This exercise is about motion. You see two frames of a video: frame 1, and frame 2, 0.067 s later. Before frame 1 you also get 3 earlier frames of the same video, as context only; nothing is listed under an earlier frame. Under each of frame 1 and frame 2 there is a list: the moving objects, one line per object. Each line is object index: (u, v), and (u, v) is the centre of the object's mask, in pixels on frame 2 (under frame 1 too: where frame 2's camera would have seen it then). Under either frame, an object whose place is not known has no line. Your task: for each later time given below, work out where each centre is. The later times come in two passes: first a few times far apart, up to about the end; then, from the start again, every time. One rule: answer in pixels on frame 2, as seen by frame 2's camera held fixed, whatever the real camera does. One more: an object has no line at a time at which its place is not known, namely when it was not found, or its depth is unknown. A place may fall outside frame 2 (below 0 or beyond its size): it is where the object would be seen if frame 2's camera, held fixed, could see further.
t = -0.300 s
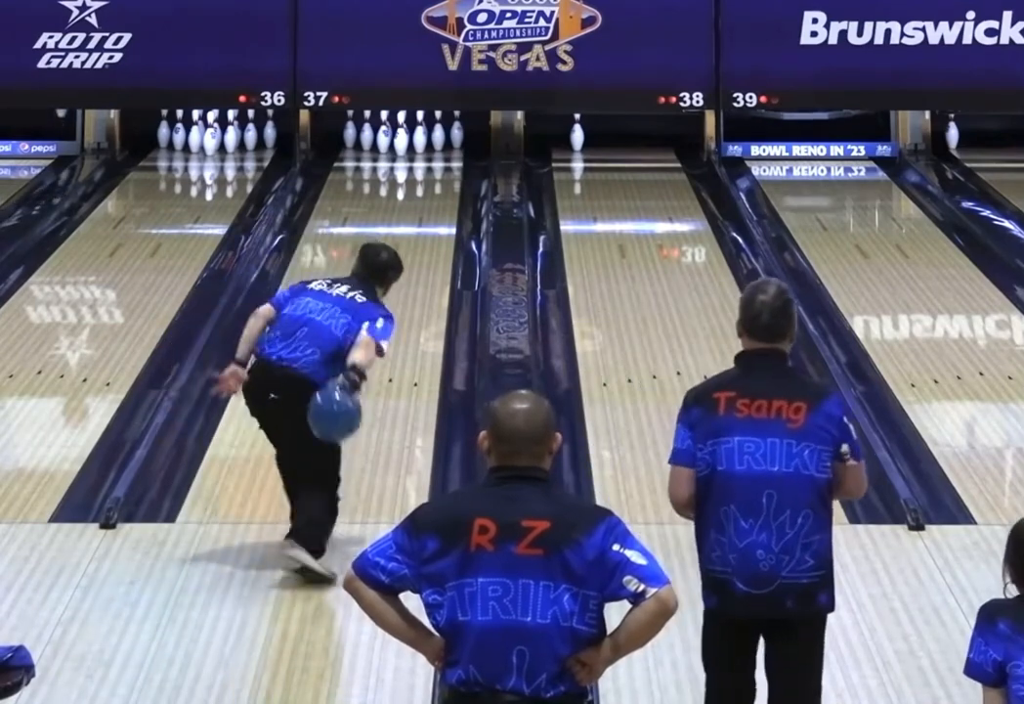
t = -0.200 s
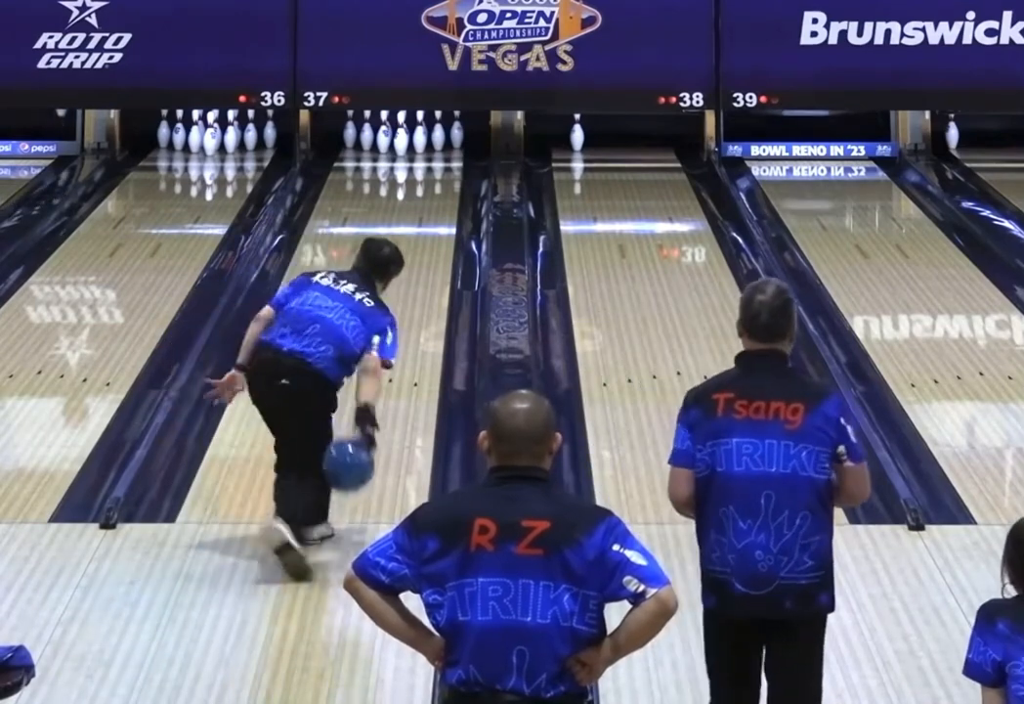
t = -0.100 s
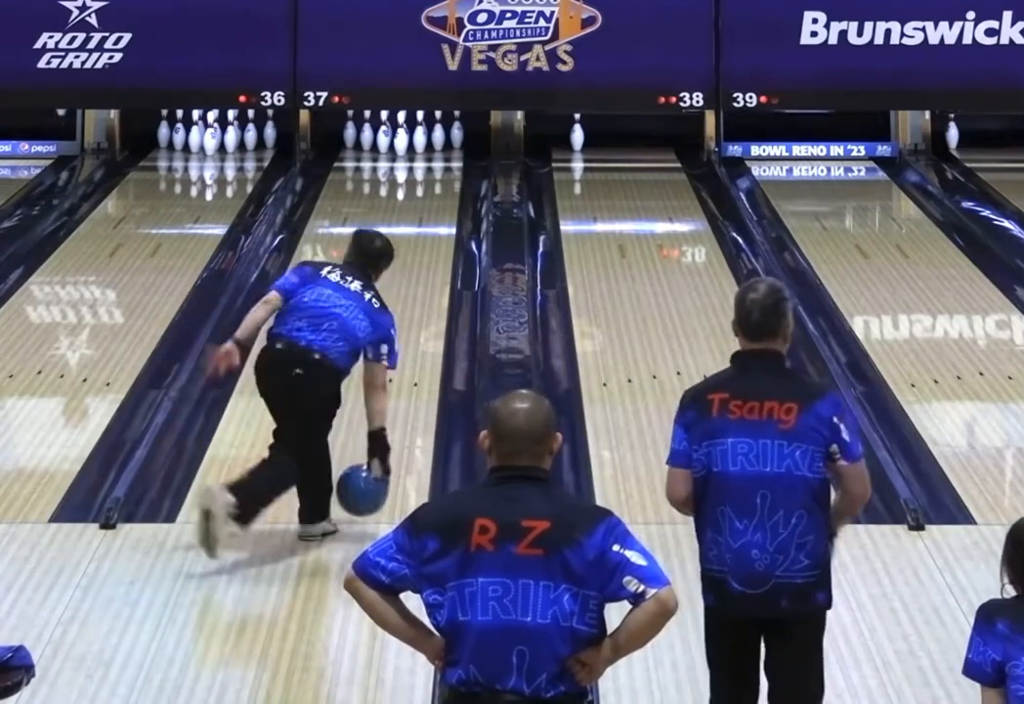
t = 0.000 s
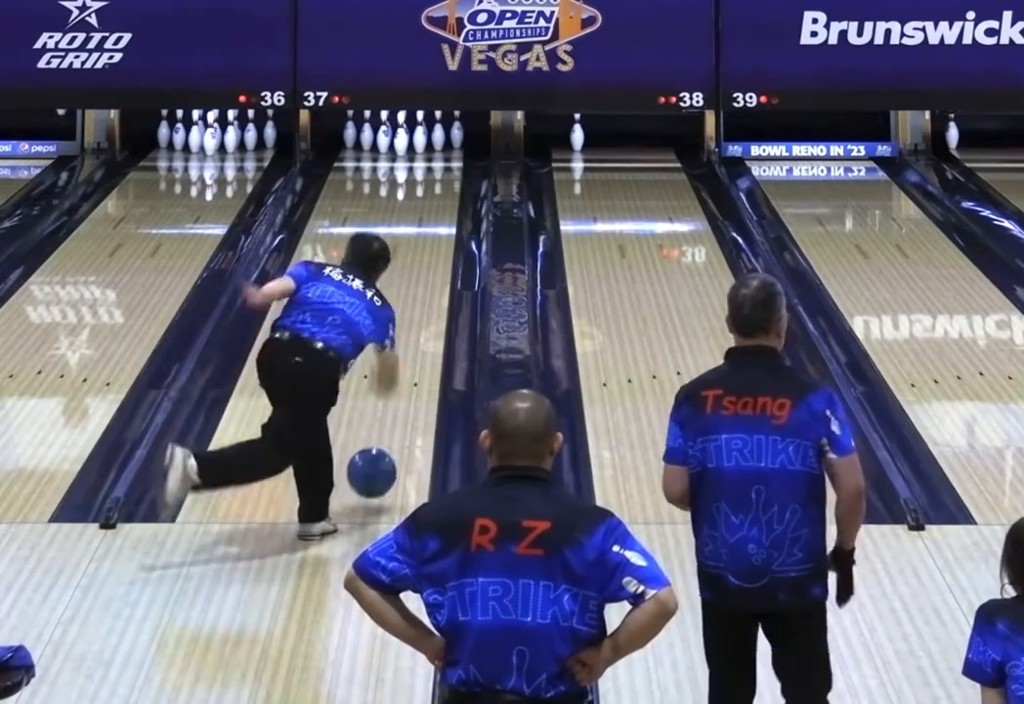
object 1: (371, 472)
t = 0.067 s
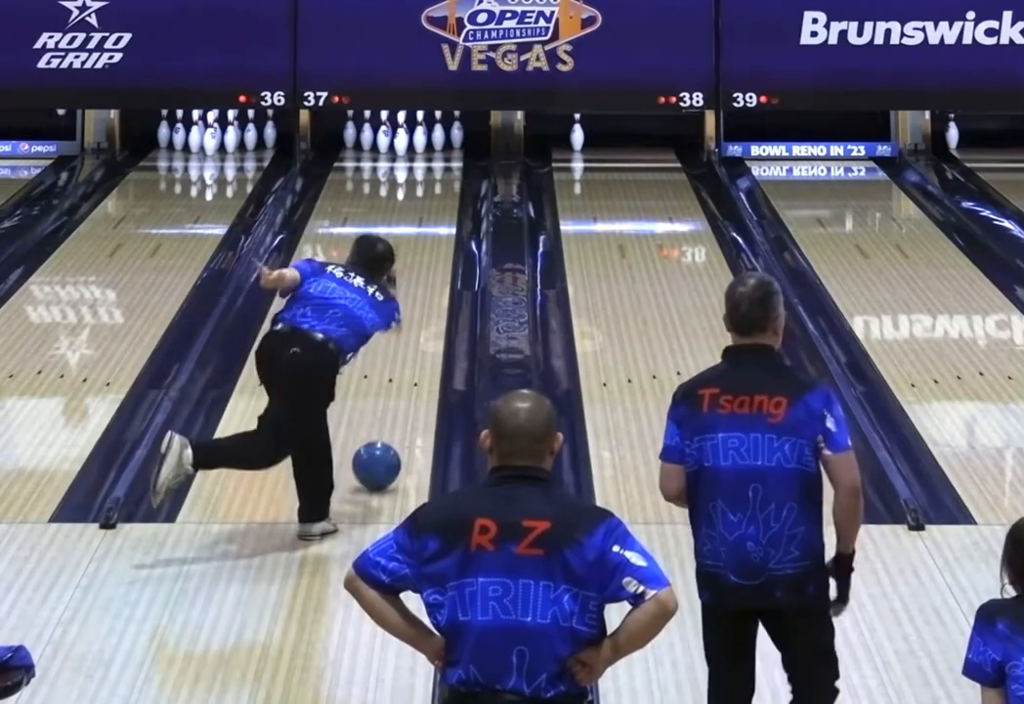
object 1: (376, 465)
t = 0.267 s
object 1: (390, 418)
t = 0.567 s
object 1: (406, 358)
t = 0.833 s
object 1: (417, 313)
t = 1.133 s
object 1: (427, 271)
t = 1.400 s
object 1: (433, 240)
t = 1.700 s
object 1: (438, 209)
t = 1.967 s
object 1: (438, 186)
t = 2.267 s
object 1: (432, 164)
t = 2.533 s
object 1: (420, 150)
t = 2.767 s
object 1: (419, 140)
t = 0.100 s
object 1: (379, 456)
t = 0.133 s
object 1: (381, 448)
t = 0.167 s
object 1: (383, 440)
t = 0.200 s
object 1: (386, 433)
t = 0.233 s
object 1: (388, 425)
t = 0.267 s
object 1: (390, 418)
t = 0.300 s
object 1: (392, 411)
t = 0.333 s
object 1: (394, 403)
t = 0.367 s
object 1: (396, 396)
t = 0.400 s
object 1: (398, 389)
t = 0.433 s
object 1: (399, 382)
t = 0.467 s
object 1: (401, 376)
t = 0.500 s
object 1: (403, 370)
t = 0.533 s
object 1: (404, 364)
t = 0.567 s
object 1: (406, 358)
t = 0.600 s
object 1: (408, 351)
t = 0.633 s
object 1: (409, 346)
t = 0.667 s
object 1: (410, 340)
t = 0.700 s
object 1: (412, 334)
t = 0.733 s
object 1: (413, 329)
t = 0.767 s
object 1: (415, 324)
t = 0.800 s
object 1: (416, 318)
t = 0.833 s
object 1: (417, 313)
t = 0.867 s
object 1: (418, 308)
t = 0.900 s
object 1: (419, 303)
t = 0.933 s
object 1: (421, 299)
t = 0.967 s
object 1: (422, 294)
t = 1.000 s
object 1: (423, 289)
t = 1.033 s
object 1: (424, 285)
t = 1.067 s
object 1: (425, 280)
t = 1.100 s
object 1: (426, 276)
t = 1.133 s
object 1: (427, 271)
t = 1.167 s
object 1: (428, 270)
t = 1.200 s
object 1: (430, 269)
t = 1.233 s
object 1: (439, 263)
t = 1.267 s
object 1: (439, 251)
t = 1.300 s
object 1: (434, 248)
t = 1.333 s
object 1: (431, 247)
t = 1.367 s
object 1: (432, 243)
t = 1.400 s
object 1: (433, 240)
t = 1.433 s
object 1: (433, 236)
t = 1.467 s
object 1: (434, 232)
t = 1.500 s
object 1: (435, 229)
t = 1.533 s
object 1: (435, 225)
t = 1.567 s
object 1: (436, 221)
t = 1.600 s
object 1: (436, 218)
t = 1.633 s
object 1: (436, 215)
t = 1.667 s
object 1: (437, 212)
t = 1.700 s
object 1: (438, 209)
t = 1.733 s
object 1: (437, 206)
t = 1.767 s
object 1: (438, 203)
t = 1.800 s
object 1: (438, 199)
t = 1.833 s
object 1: (438, 196)
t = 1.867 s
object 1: (438, 194)
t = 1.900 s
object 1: (438, 192)
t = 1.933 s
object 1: (438, 189)
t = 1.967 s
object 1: (438, 186)
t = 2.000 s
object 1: (438, 184)
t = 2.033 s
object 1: (437, 181)
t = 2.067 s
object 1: (437, 178)
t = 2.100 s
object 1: (436, 176)
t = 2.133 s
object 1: (435, 174)
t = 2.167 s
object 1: (434, 172)
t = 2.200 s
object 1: (433, 169)
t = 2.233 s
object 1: (432, 167)
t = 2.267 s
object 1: (432, 164)
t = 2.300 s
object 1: (429, 163)
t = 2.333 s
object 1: (428, 161)
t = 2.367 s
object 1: (427, 158)
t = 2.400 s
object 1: (426, 157)
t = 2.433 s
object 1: (424, 155)
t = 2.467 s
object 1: (423, 154)
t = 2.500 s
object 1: (421, 151)
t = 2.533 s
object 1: (420, 150)
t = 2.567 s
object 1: (417, 148)
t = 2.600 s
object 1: (417, 147)
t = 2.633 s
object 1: (417, 144)
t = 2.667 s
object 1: (417, 142)
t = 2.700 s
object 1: (418, 141)
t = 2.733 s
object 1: (419, 140)
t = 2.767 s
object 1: (419, 140)
